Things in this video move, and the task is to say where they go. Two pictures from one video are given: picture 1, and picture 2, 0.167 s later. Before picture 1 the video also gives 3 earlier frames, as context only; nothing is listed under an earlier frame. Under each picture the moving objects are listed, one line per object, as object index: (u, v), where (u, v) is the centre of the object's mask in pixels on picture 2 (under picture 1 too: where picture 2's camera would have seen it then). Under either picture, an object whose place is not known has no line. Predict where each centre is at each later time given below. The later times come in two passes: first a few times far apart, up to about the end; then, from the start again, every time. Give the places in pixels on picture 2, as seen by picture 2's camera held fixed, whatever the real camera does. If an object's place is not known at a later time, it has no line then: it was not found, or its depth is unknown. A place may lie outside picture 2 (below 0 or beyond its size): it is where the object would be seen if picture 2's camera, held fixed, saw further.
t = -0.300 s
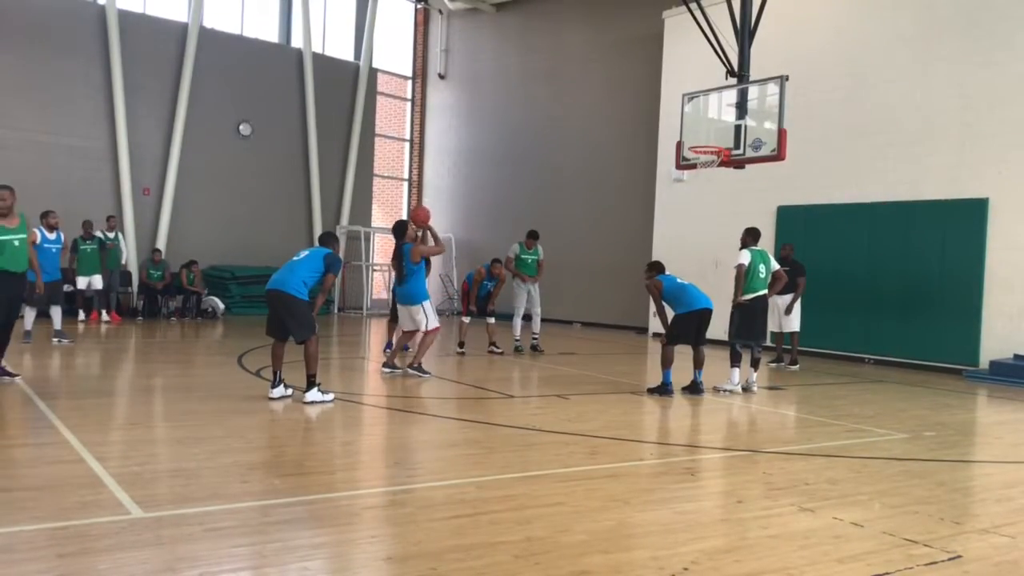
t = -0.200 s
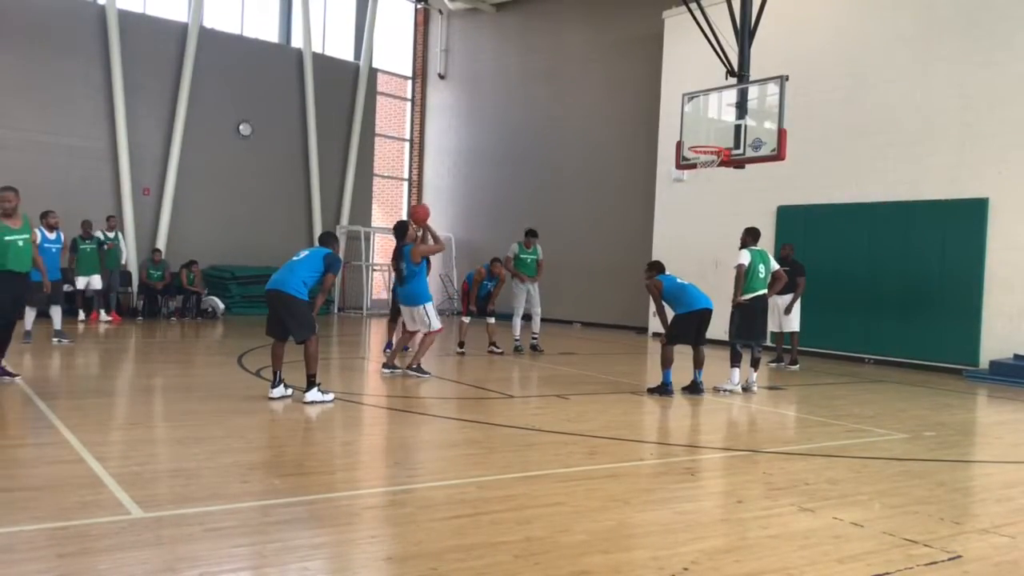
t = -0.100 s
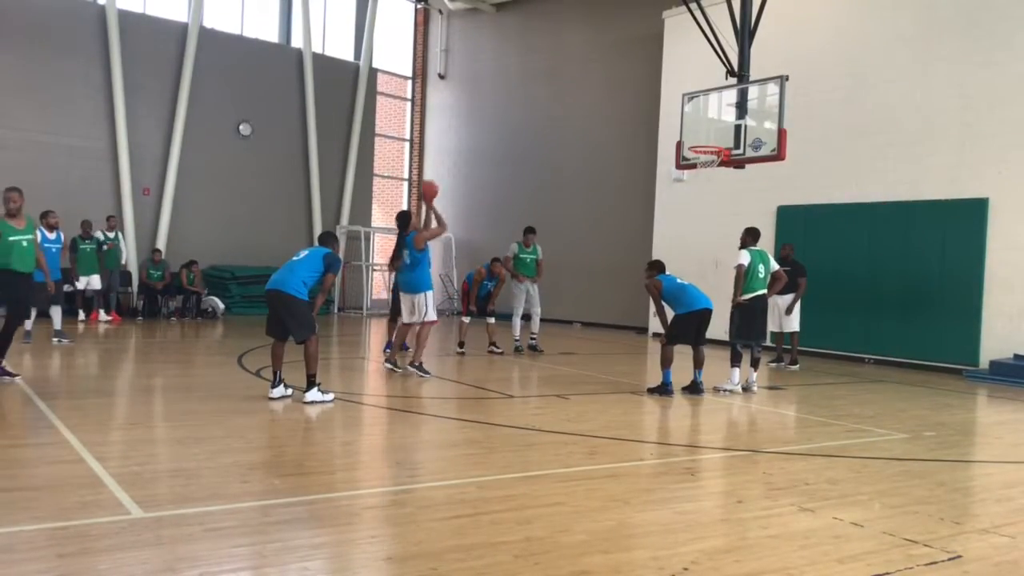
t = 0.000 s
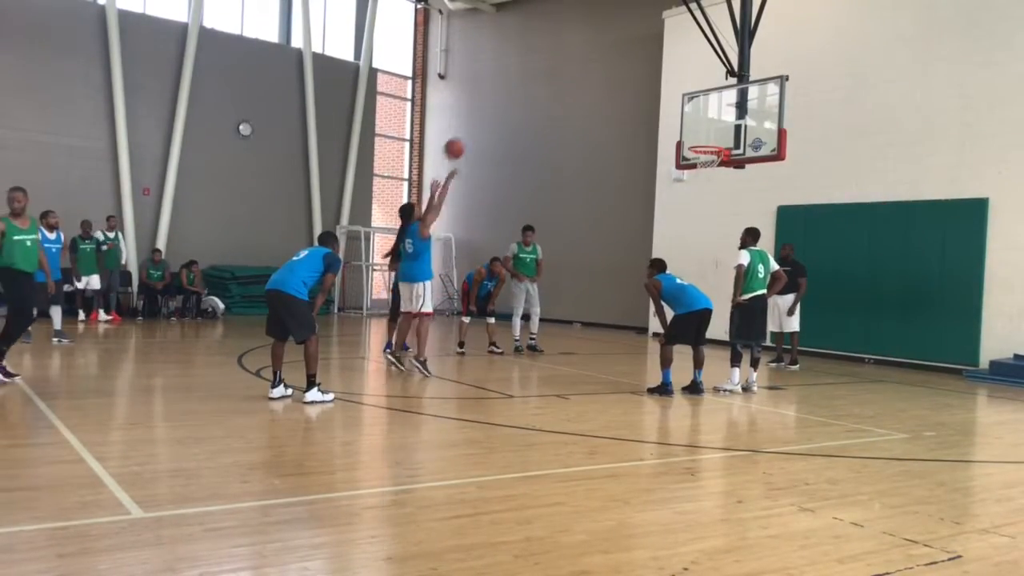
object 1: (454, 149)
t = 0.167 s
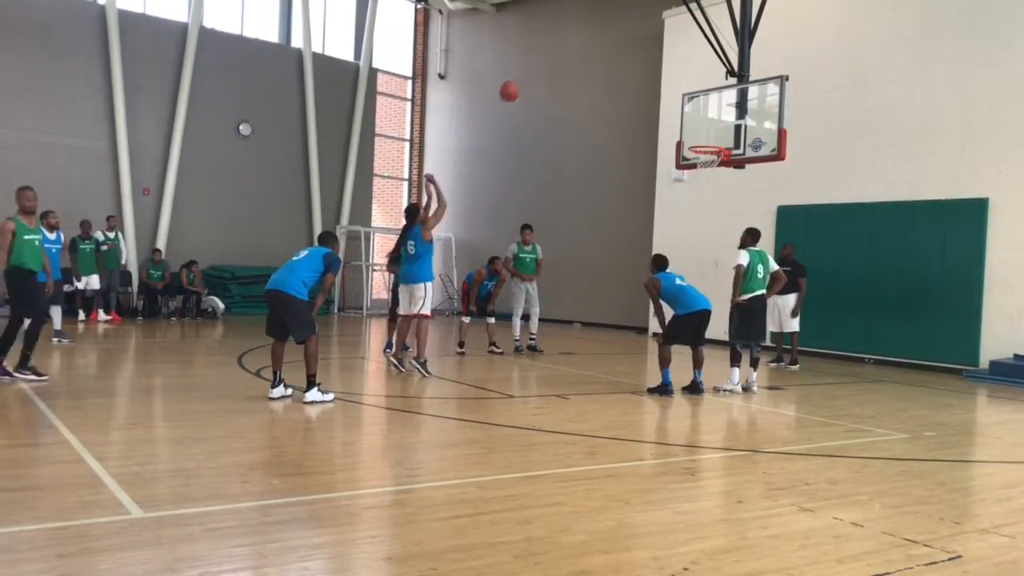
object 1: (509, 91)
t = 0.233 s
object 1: (530, 76)
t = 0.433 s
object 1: (588, 52)
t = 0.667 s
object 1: (648, 63)
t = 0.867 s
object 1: (693, 103)
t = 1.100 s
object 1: (710, 127)
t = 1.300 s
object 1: (687, 112)
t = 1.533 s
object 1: (659, 131)
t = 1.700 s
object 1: (635, 173)
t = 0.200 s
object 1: (520, 83)
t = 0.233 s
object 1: (530, 76)
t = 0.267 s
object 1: (540, 69)
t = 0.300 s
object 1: (550, 64)
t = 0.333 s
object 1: (559, 60)
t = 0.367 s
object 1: (569, 57)
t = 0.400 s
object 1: (579, 54)
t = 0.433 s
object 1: (588, 52)
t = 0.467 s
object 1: (598, 50)
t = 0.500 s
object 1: (606, 50)
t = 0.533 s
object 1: (614, 51)
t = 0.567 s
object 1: (624, 53)
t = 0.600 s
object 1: (631, 56)
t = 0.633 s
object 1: (640, 59)
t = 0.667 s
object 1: (648, 63)
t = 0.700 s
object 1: (656, 68)
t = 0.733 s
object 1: (664, 73)
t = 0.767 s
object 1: (671, 79)
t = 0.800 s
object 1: (678, 86)
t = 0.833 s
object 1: (685, 94)
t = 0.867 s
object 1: (693, 103)
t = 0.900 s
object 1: (700, 111)
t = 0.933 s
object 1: (707, 122)
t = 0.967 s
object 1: (714, 132)
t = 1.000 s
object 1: (720, 140)
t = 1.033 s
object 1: (717, 138)
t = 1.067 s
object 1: (714, 132)
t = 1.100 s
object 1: (710, 127)
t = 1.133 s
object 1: (706, 123)
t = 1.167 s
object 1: (703, 119)
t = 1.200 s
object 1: (699, 116)
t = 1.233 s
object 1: (695, 114)
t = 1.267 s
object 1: (691, 112)
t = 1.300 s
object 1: (687, 112)
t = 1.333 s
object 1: (683, 112)
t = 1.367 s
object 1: (679, 113)
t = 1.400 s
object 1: (675, 115)
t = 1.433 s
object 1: (671, 118)
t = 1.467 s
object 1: (667, 122)
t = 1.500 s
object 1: (663, 126)
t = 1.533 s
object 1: (659, 131)
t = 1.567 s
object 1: (654, 138)
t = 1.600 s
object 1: (648, 146)
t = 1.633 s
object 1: (644, 153)
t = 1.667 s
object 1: (640, 163)
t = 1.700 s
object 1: (635, 173)
